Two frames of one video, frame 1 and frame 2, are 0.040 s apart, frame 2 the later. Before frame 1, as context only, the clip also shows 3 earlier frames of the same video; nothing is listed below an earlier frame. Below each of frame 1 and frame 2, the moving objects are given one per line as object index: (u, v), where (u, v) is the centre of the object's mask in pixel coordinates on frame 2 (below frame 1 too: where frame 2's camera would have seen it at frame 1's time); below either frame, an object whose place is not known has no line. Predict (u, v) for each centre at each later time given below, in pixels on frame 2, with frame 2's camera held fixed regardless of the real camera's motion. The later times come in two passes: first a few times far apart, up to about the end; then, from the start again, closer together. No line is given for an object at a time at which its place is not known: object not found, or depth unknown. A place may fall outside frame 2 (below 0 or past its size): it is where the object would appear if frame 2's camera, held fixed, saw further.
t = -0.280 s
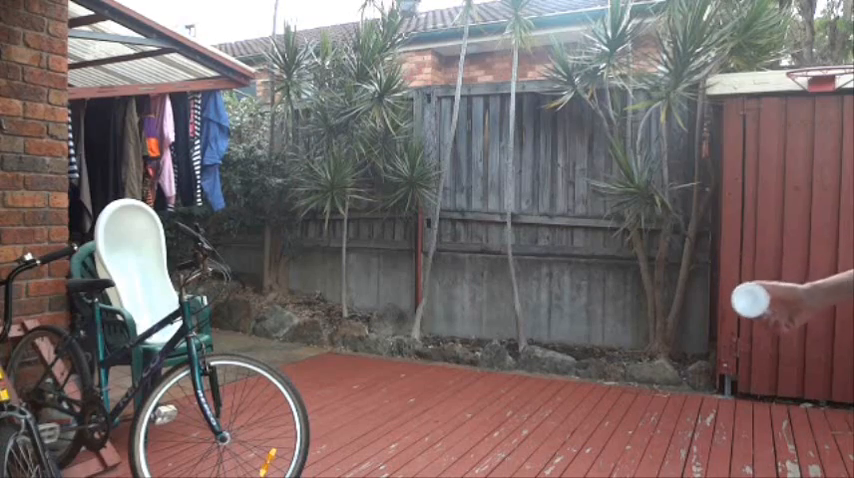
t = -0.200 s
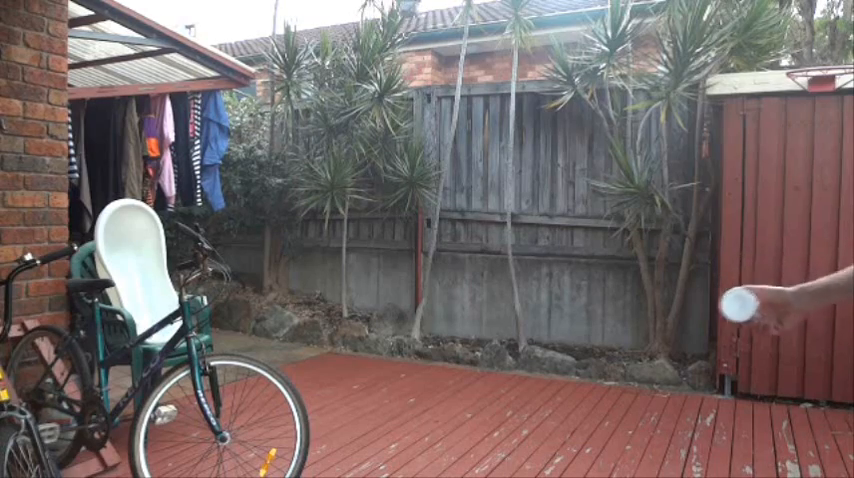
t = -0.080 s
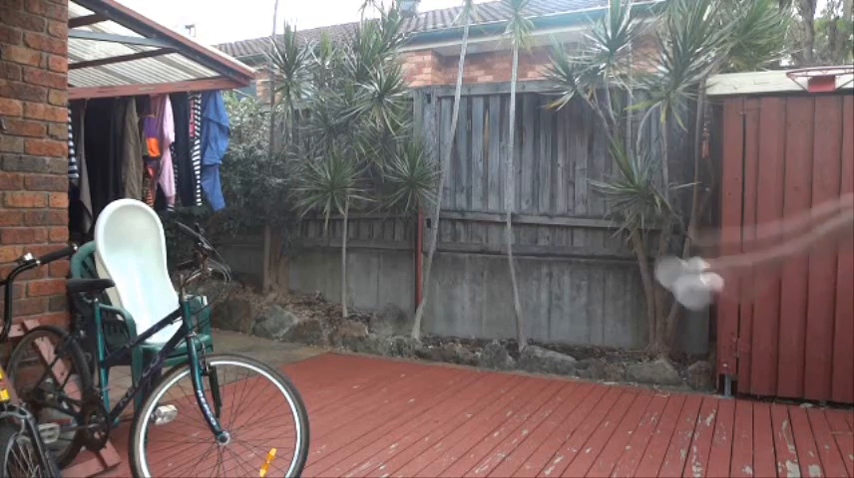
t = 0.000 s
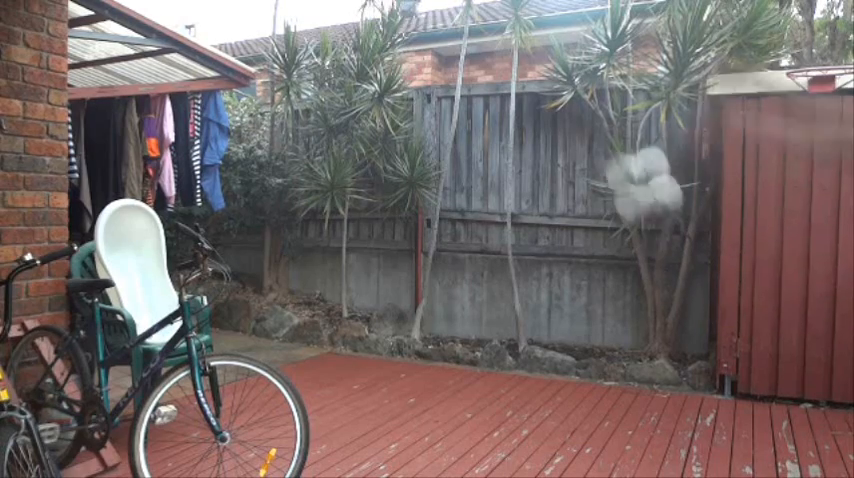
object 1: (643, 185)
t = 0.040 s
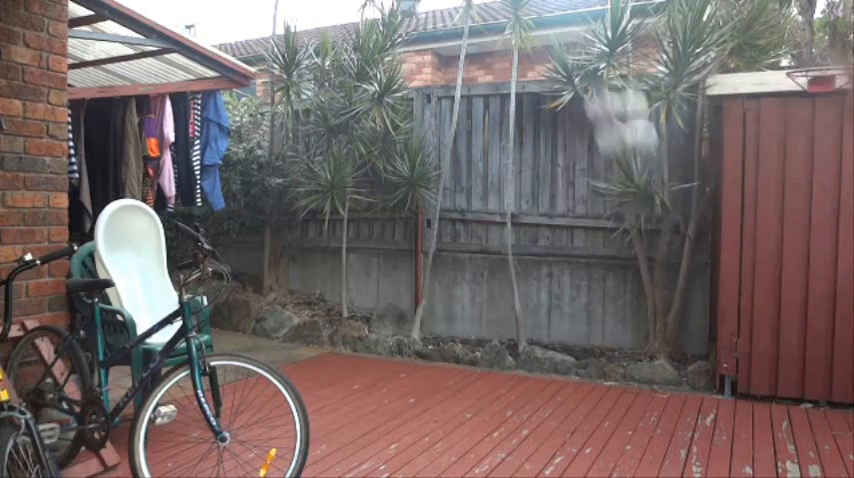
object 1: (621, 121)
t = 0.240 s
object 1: (526, 19)
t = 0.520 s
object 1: (502, 87)
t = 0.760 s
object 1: (503, 154)
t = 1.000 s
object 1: (505, 231)
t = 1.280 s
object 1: (529, 316)
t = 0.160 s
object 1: (555, 12)
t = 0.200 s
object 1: (539, 12)
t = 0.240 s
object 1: (526, 19)
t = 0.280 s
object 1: (519, 26)
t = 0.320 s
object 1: (515, 35)
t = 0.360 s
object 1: (510, 44)
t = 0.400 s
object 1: (508, 53)
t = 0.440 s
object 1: (505, 63)
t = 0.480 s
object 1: (504, 74)
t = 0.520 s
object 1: (502, 87)
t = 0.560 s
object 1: (501, 98)
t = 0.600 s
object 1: (500, 110)
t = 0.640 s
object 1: (501, 121)
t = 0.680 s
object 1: (502, 133)
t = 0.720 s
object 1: (502, 143)
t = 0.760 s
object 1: (503, 154)
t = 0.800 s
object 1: (502, 164)
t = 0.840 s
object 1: (503, 176)
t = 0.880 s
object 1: (502, 189)
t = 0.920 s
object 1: (502, 203)
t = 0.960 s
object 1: (503, 217)
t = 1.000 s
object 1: (505, 231)
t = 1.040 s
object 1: (507, 244)
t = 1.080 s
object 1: (509, 258)
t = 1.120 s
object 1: (512, 271)
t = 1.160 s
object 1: (516, 284)
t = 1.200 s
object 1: (521, 296)
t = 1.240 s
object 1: (525, 306)
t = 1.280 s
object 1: (529, 316)
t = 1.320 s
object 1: (533, 326)
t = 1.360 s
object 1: (537, 336)
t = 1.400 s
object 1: (543, 346)
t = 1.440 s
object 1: (546, 357)
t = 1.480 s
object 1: (550, 369)
